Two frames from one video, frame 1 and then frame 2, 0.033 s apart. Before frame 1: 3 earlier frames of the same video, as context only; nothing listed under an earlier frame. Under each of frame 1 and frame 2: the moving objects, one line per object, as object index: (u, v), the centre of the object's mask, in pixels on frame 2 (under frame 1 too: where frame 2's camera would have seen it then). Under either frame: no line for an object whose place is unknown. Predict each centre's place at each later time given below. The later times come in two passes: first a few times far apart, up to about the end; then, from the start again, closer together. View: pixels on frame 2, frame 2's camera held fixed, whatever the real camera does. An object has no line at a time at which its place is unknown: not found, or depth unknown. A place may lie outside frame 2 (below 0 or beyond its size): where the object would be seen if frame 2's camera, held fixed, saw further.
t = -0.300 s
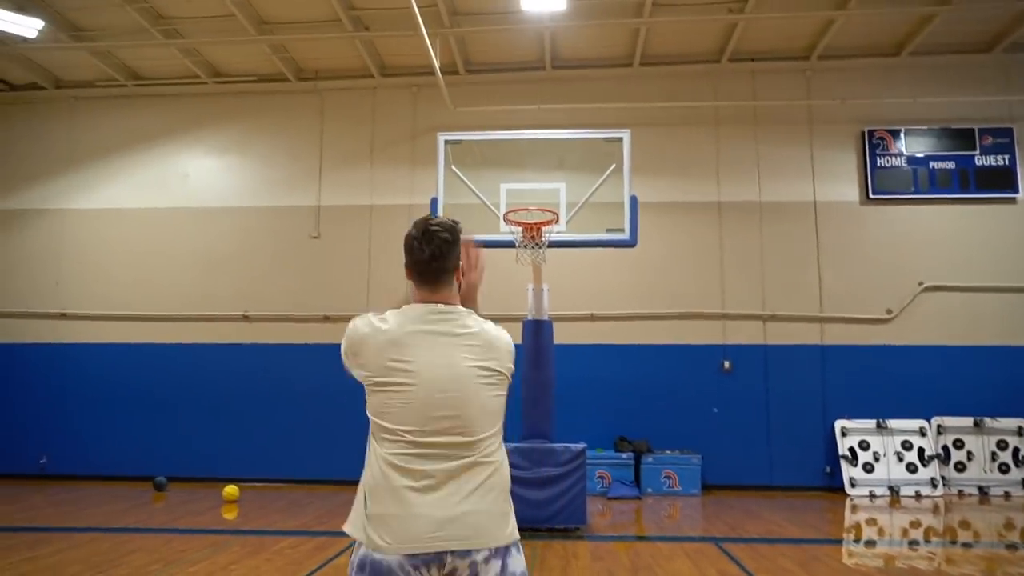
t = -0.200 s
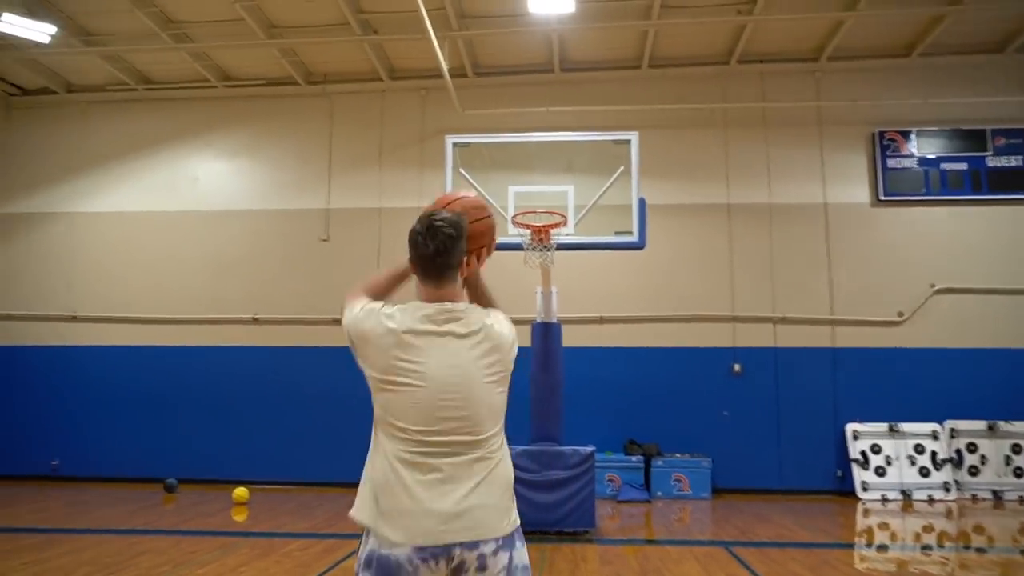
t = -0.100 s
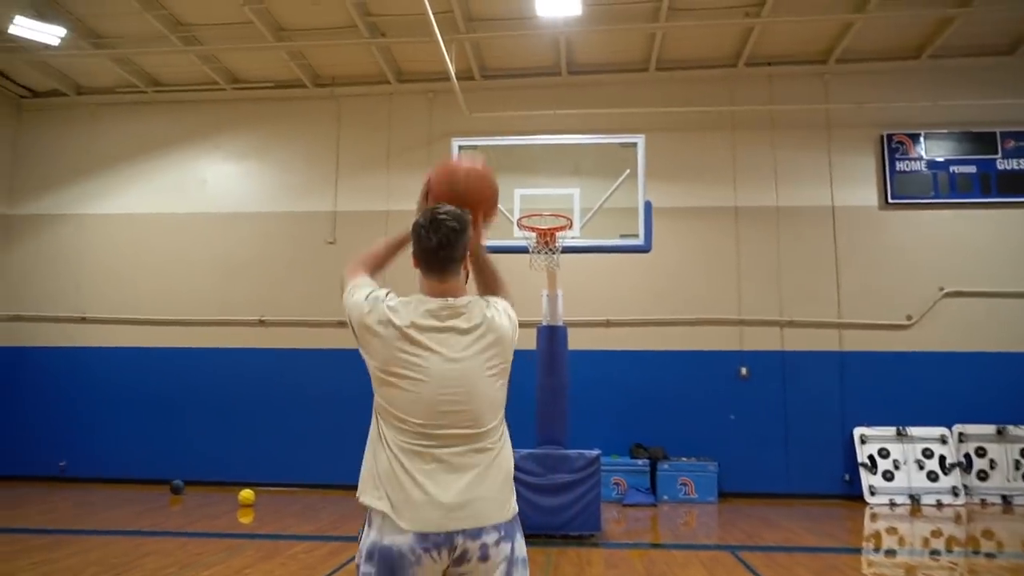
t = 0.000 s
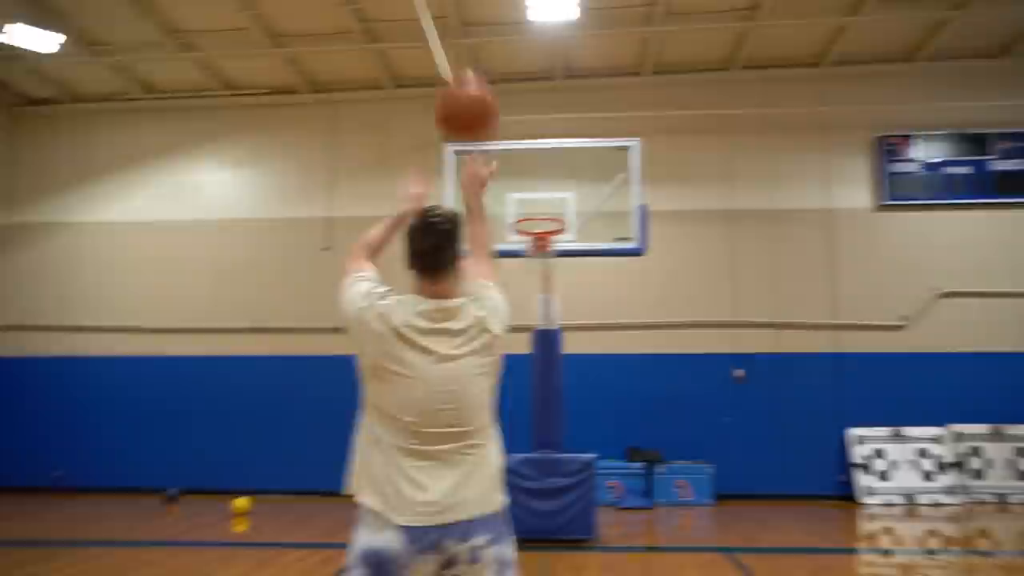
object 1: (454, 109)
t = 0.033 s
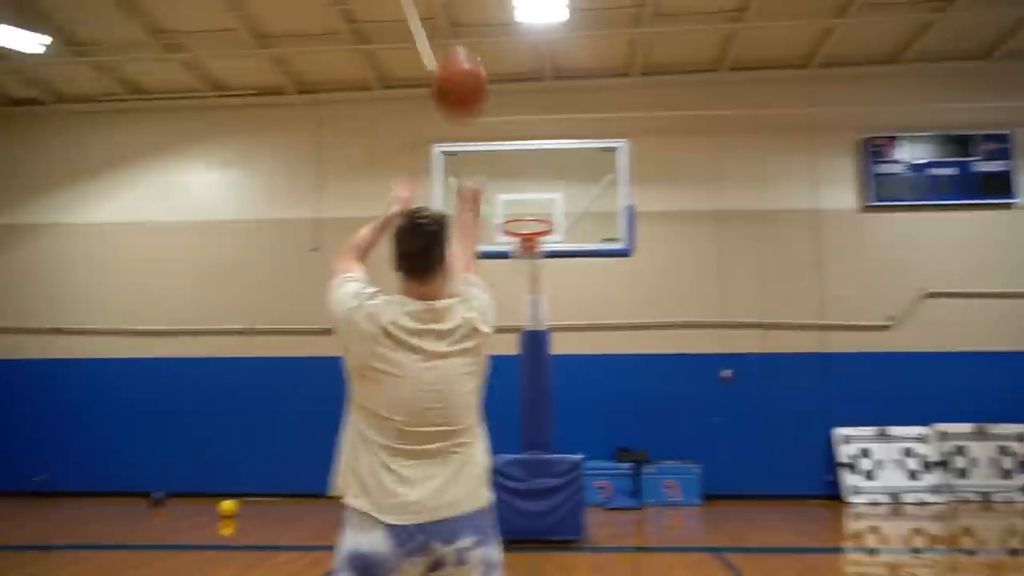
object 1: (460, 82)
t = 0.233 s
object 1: (480, 16)
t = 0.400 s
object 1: (492, 17)
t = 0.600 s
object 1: (503, 63)
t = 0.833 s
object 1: (512, 163)
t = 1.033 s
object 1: (523, 254)
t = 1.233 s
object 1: (545, 280)
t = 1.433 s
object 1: (570, 350)
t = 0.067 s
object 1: (463, 62)
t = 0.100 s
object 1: (467, 45)
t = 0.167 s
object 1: (472, 25)
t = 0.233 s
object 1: (480, 16)
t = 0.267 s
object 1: (483, 14)
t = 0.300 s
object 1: (486, 13)
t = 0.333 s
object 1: (488, 14)
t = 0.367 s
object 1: (490, 15)
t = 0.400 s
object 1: (492, 17)
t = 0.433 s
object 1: (494, 20)
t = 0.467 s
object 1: (496, 27)
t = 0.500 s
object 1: (498, 35)
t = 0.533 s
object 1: (500, 43)
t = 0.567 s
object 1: (501, 52)
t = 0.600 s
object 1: (503, 63)
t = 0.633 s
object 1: (506, 76)
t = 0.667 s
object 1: (506, 88)
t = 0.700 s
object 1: (507, 100)
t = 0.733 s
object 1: (508, 114)
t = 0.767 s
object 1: (510, 127)
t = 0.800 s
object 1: (511, 145)
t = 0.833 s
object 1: (512, 163)
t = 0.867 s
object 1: (513, 178)
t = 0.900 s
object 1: (515, 196)
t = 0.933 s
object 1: (515, 213)
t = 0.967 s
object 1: (516, 231)
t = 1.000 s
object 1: (519, 248)
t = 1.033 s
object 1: (523, 254)
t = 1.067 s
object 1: (526, 257)
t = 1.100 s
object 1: (529, 258)
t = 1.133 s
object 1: (532, 259)
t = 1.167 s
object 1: (535, 262)
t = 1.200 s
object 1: (541, 273)
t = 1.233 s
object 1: (545, 280)
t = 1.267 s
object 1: (550, 289)
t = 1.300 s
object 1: (554, 299)
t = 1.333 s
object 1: (558, 308)
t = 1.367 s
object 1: (562, 321)
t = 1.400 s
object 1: (566, 336)
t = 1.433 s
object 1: (570, 350)
